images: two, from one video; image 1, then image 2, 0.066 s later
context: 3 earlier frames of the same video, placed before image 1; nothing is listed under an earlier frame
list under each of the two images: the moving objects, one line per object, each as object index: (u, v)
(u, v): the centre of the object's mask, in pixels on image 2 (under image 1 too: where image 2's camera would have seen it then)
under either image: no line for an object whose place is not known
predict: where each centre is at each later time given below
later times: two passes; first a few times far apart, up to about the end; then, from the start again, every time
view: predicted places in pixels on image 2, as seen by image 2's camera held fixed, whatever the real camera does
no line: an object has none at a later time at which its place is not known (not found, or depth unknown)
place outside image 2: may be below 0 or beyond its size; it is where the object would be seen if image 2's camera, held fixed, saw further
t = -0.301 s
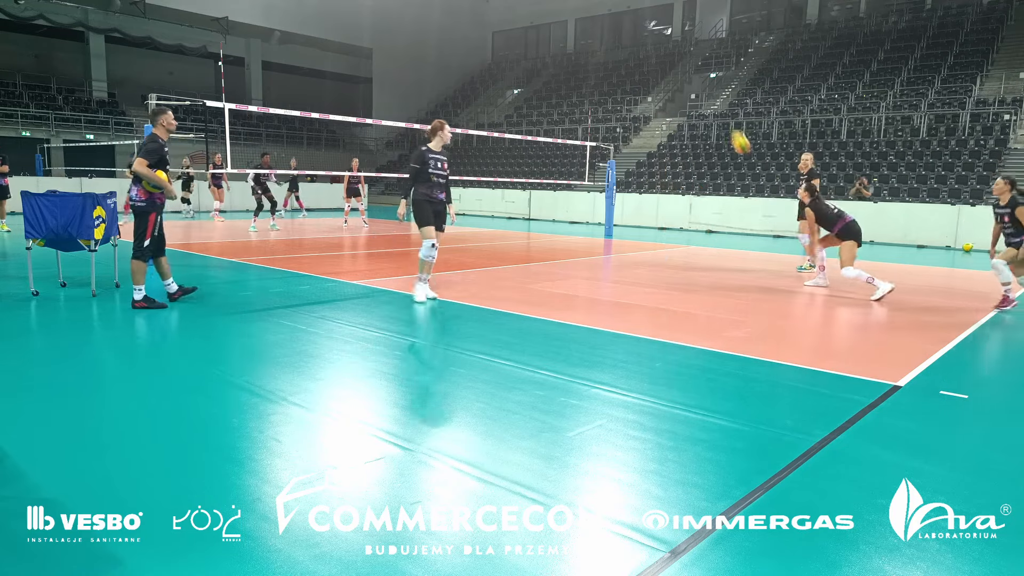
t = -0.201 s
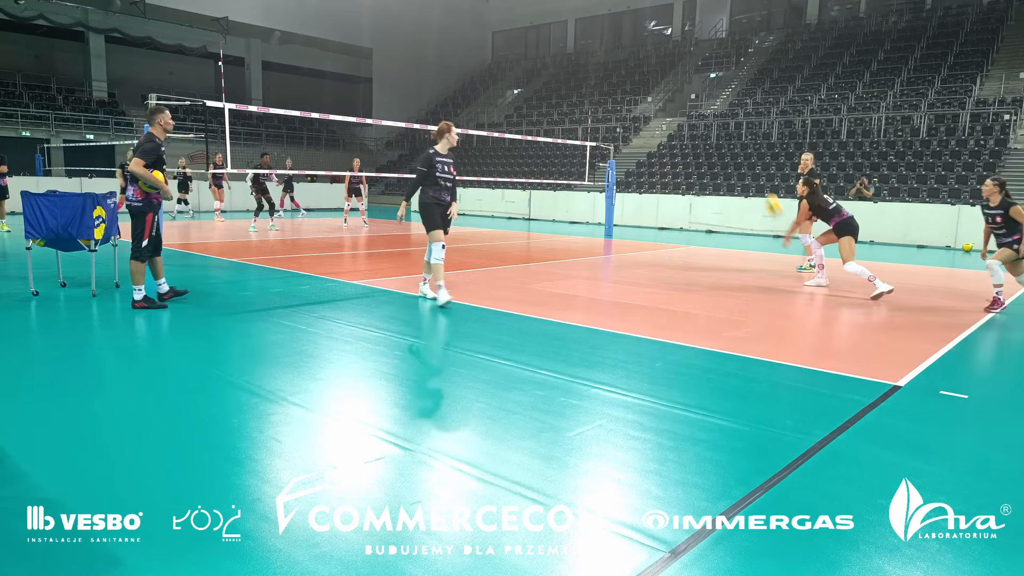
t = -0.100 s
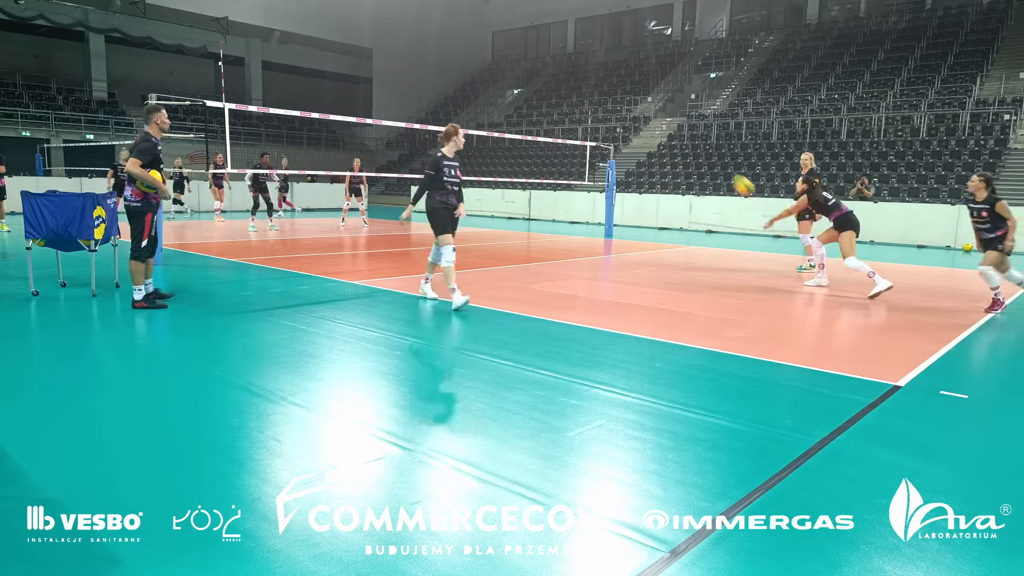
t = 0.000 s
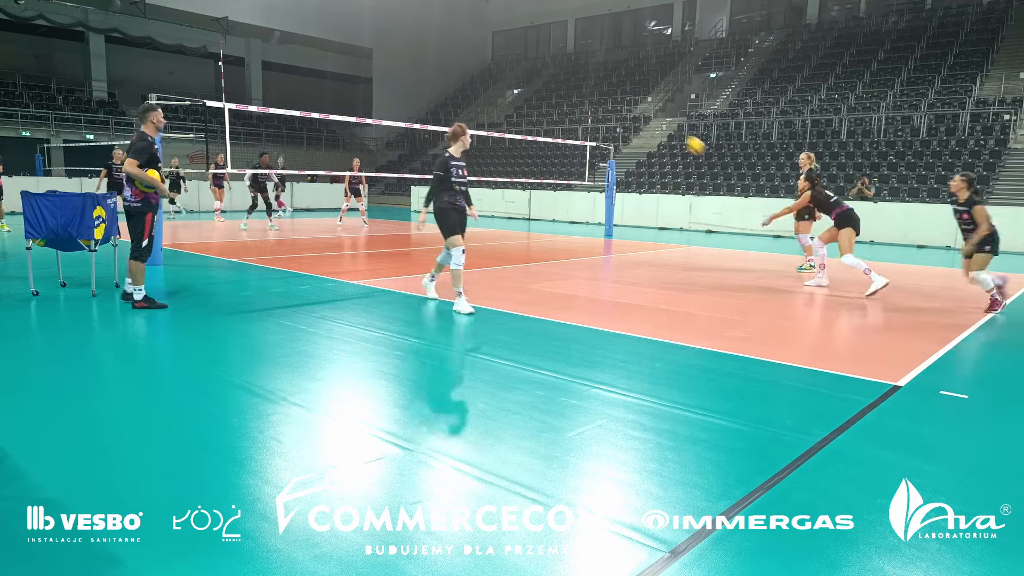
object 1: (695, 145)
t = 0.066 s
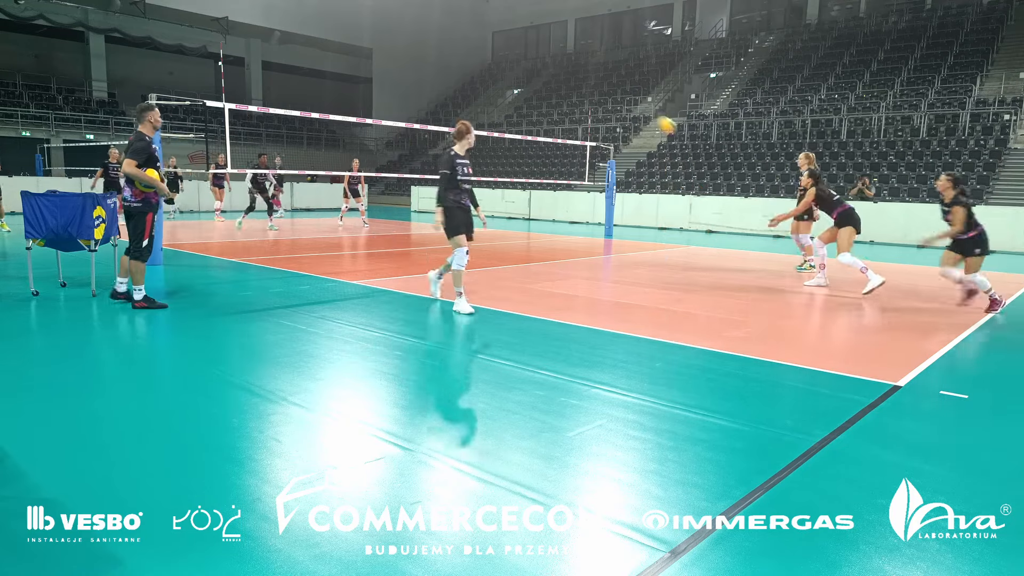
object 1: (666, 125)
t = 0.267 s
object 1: (590, 88)
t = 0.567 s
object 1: (501, 86)
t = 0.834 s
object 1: (440, 121)
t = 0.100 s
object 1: (652, 116)
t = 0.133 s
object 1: (639, 109)
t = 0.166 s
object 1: (626, 102)
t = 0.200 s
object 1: (614, 97)
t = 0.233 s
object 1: (602, 92)
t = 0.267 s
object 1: (590, 88)
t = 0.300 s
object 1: (578, 85)
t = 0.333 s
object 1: (568, 83)
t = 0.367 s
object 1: (557, 82)
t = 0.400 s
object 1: (546, 80)
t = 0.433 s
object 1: (537, 81)
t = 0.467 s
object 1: (527, 81)
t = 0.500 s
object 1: (518, 82)
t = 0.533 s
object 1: (509, 84)
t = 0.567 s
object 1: (501, 86)
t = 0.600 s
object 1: (492, 89)
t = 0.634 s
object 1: (484, 93)
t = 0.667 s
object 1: (476, 96)
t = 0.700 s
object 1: (468, 101)
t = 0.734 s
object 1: (460, 106)
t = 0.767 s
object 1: (453, 111)
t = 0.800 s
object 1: (447, 117)
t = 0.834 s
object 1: (440, 121)
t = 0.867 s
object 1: (432, 132)
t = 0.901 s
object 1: (427, 136)
